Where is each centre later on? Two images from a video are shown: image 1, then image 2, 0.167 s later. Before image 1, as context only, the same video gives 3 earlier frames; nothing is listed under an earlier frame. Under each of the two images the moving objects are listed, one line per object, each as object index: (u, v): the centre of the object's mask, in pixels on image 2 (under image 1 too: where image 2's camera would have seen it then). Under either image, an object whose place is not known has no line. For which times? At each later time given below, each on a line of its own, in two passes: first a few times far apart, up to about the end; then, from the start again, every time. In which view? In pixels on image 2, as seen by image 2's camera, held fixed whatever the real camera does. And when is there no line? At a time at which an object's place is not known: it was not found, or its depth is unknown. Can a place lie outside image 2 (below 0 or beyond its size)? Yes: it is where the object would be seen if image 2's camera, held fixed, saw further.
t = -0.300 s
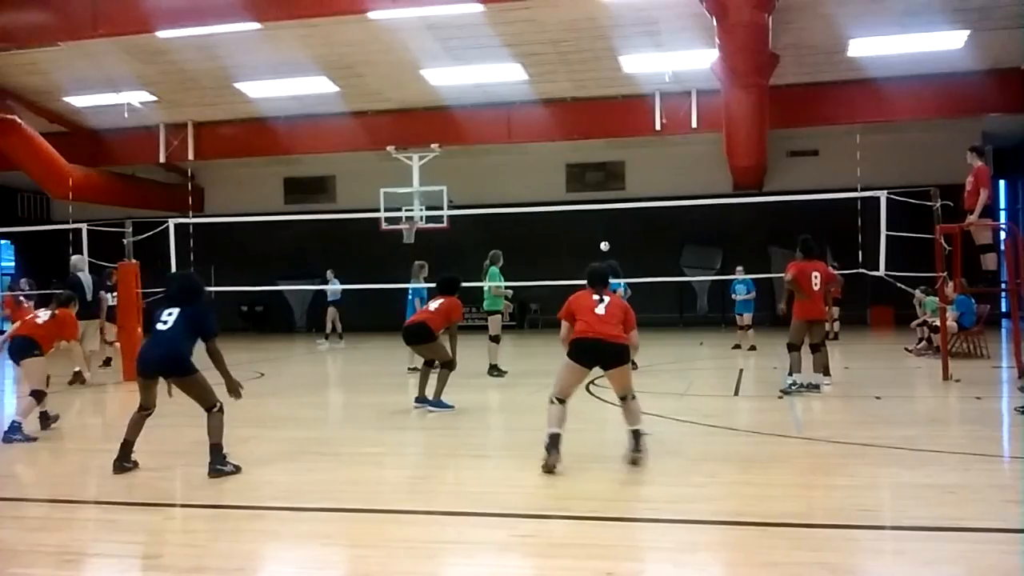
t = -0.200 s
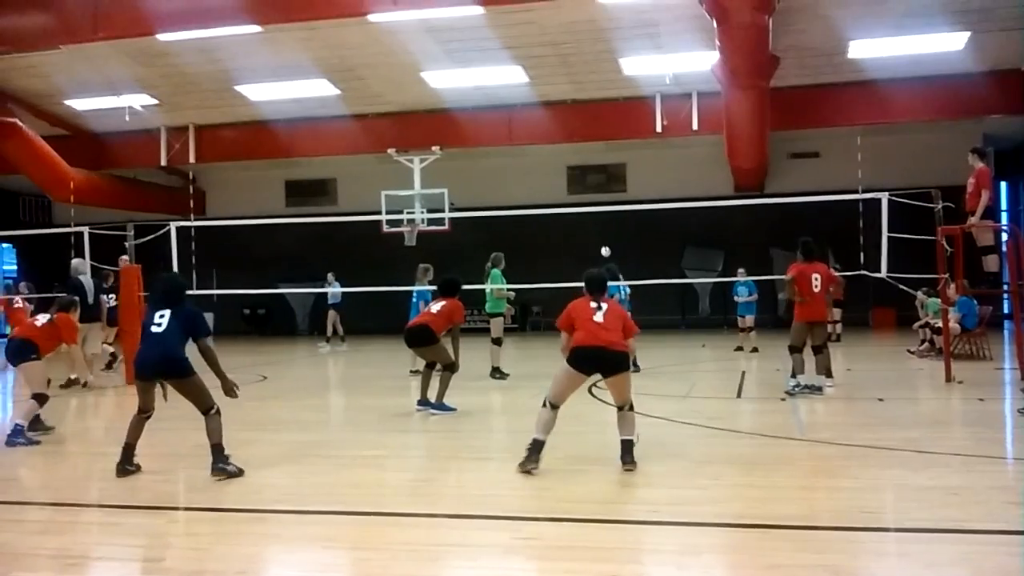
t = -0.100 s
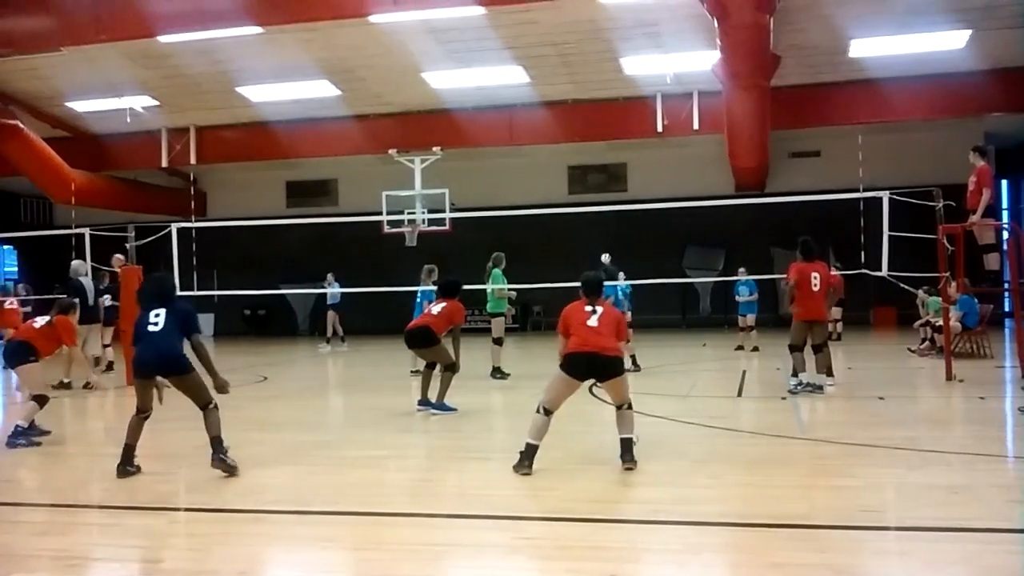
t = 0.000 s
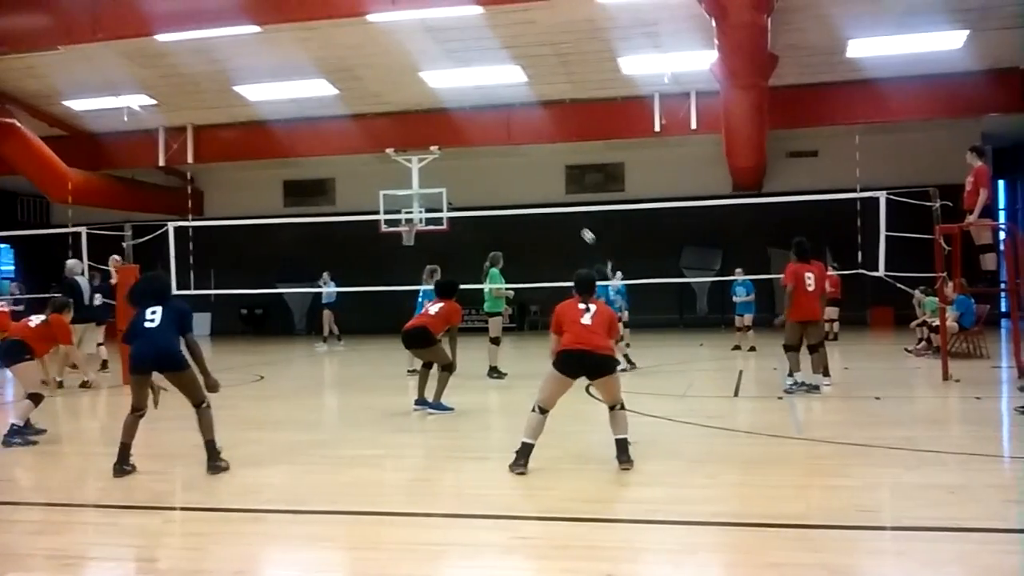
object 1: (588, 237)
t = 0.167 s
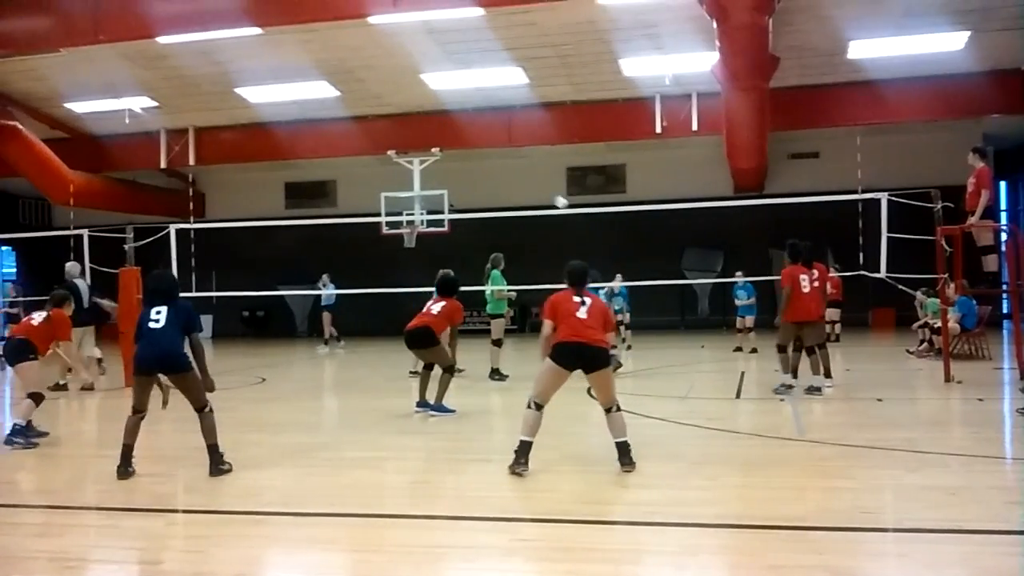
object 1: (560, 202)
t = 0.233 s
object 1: (548, 190)
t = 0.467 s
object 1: (499, 162)
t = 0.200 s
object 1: (554, 196)
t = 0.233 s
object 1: (548, 190)
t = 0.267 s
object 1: (541, 185)
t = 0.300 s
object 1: (535, 180)
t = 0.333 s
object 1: (528, 175)
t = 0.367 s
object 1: (521, 172)
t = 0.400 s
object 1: (514, 168)
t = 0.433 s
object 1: (506, 165)
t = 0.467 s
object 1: (499, 162)
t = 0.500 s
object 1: (491, 159)
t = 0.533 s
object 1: (483, 157)
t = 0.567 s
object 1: (474, 156)
